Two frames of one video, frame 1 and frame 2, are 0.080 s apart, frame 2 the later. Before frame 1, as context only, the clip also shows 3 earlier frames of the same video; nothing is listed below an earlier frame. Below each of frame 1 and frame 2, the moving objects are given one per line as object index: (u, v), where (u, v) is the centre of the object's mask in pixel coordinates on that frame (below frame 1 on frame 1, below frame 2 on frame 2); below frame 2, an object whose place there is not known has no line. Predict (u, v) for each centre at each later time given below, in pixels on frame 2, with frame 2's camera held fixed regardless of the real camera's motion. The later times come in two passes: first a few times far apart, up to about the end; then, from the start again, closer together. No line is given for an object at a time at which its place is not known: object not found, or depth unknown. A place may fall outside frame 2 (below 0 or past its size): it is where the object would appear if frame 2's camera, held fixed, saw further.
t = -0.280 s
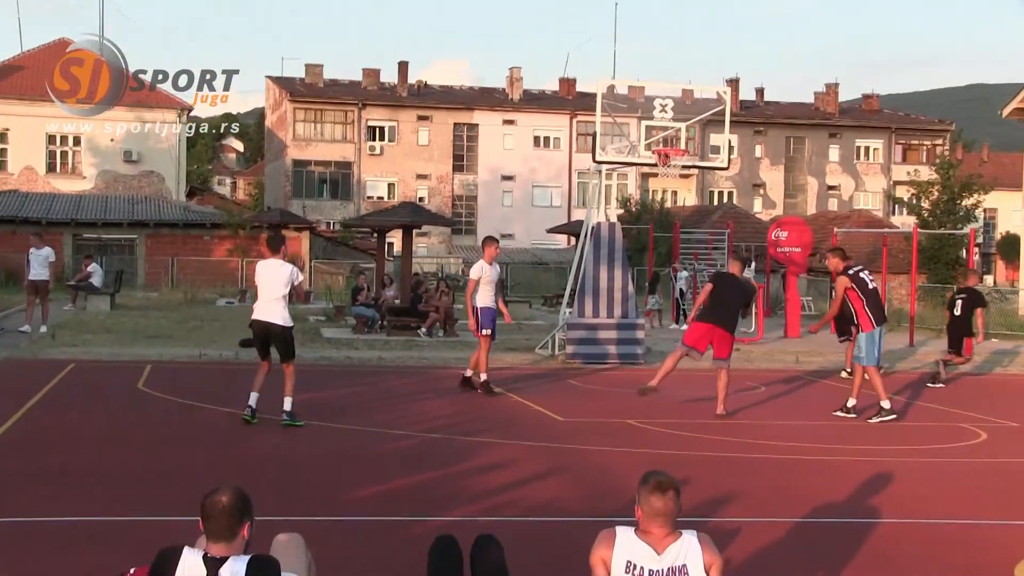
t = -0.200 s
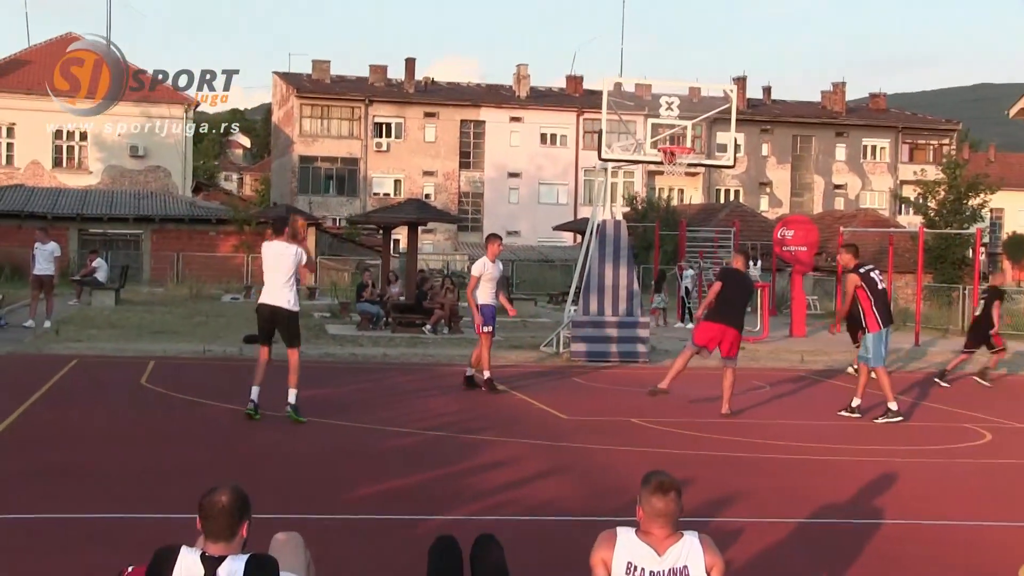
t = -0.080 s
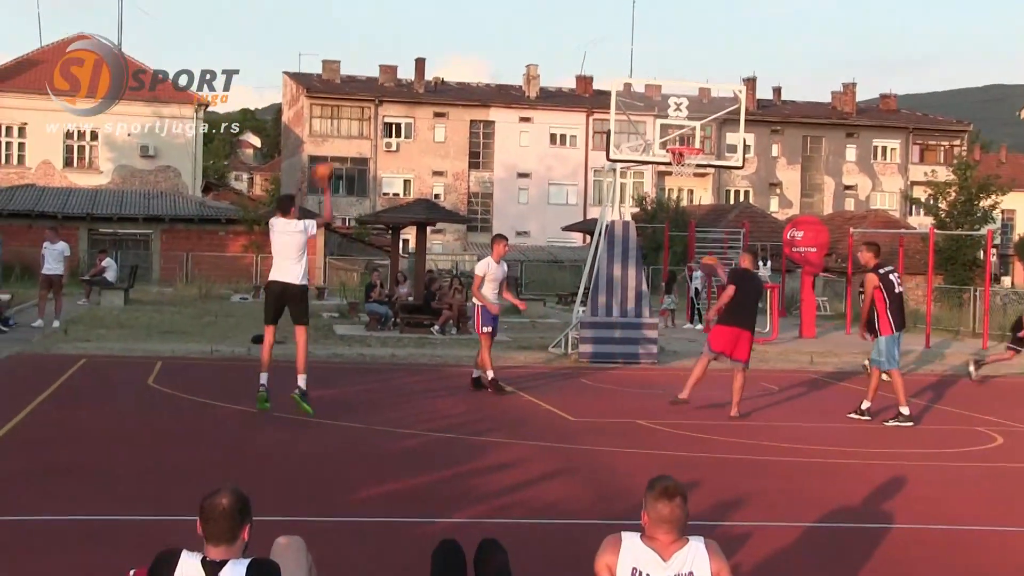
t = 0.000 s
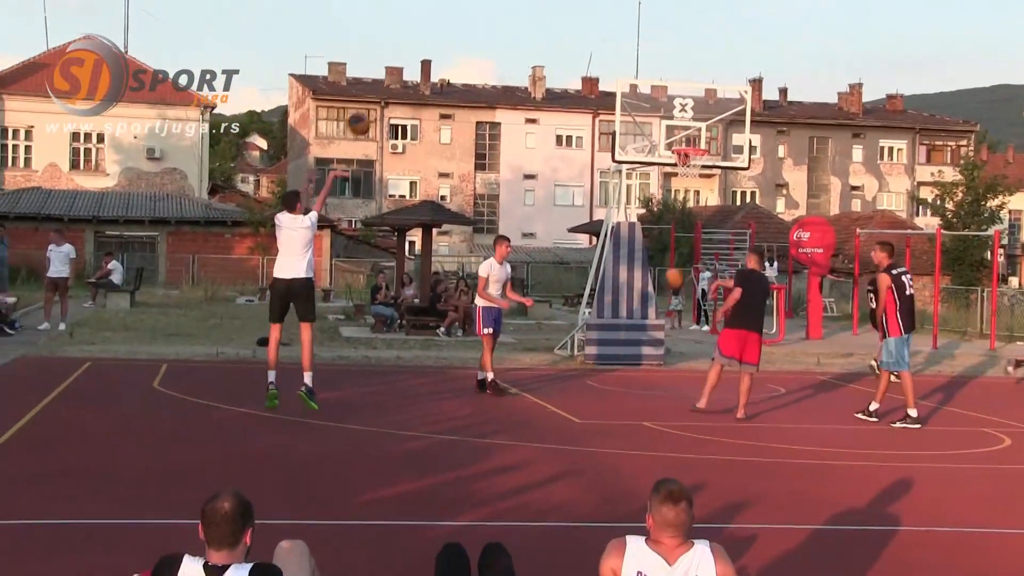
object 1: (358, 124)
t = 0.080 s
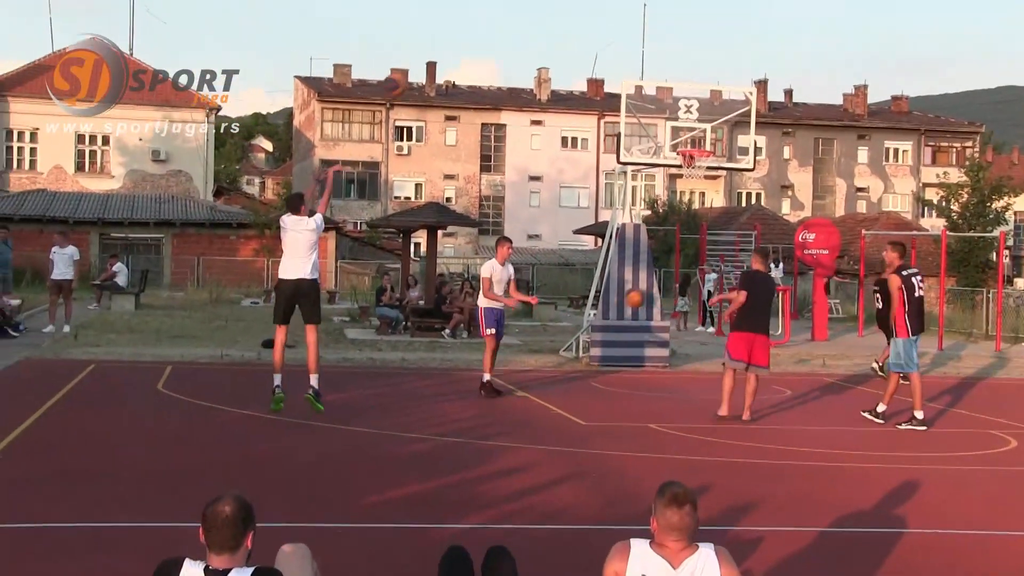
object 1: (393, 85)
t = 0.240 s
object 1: (452, 26)
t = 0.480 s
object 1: (530, -12)
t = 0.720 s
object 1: (596, 3)
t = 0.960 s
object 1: (652, 62)
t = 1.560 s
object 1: (703, 239)
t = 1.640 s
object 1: (702, 268)
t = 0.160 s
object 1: (423, 52)
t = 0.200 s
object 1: (438, 38)
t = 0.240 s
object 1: (452, 26)
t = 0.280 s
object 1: (465, 16)
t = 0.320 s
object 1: (479, 7)
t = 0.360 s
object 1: (492, 0)
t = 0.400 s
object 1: (505, -6)
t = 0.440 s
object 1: (517, -10)
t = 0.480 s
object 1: (530, -12)
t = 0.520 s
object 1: (541, -12)
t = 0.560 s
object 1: (553, -12)
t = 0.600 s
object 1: (565, -10)
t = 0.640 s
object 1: (576, -8)
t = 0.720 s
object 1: (596, 3)
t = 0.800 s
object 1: (616, 18)
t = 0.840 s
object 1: (625, 28)
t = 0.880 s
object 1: (635, 38)
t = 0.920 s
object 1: (644, 50)
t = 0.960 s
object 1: (652, 62)
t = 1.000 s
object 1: (661, 76)
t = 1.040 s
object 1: (670, 91)
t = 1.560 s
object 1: (703, 239)
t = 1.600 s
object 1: (702, 252)
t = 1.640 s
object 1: (702, 268)
